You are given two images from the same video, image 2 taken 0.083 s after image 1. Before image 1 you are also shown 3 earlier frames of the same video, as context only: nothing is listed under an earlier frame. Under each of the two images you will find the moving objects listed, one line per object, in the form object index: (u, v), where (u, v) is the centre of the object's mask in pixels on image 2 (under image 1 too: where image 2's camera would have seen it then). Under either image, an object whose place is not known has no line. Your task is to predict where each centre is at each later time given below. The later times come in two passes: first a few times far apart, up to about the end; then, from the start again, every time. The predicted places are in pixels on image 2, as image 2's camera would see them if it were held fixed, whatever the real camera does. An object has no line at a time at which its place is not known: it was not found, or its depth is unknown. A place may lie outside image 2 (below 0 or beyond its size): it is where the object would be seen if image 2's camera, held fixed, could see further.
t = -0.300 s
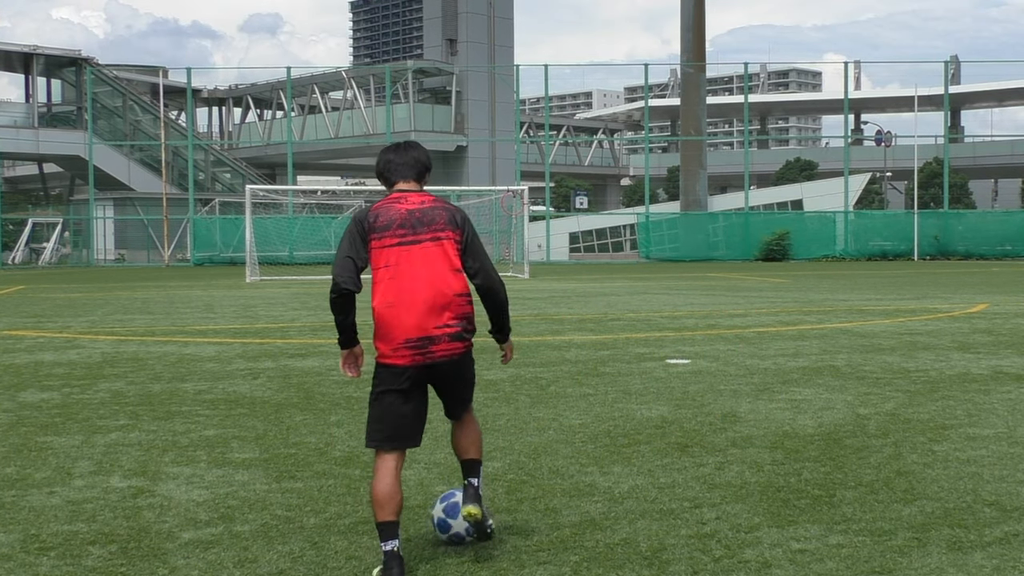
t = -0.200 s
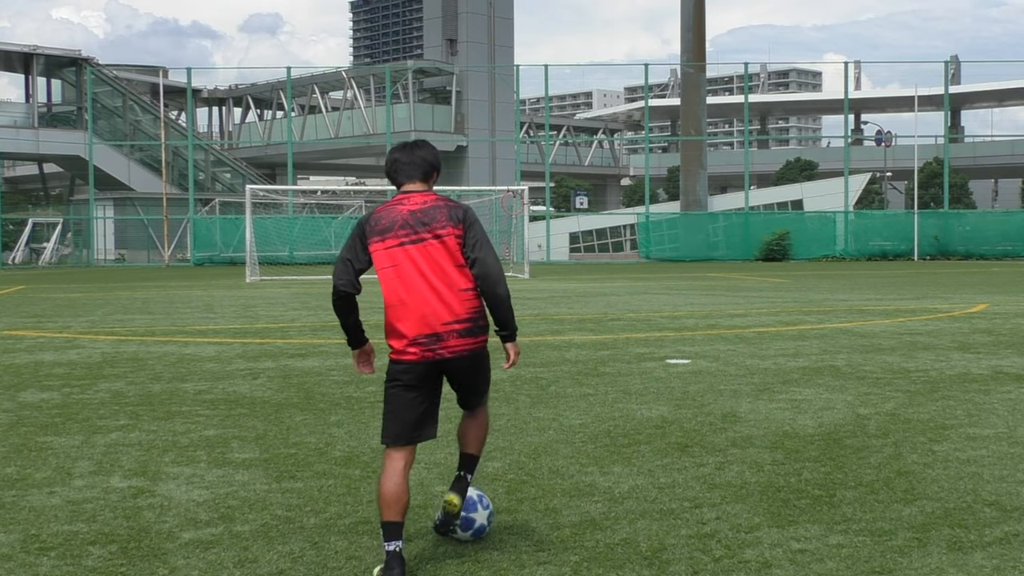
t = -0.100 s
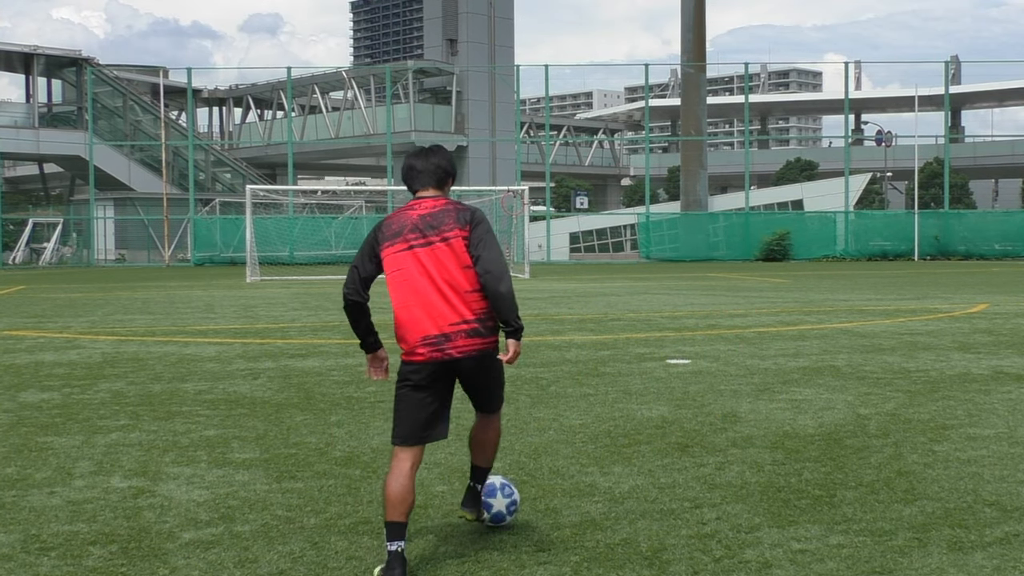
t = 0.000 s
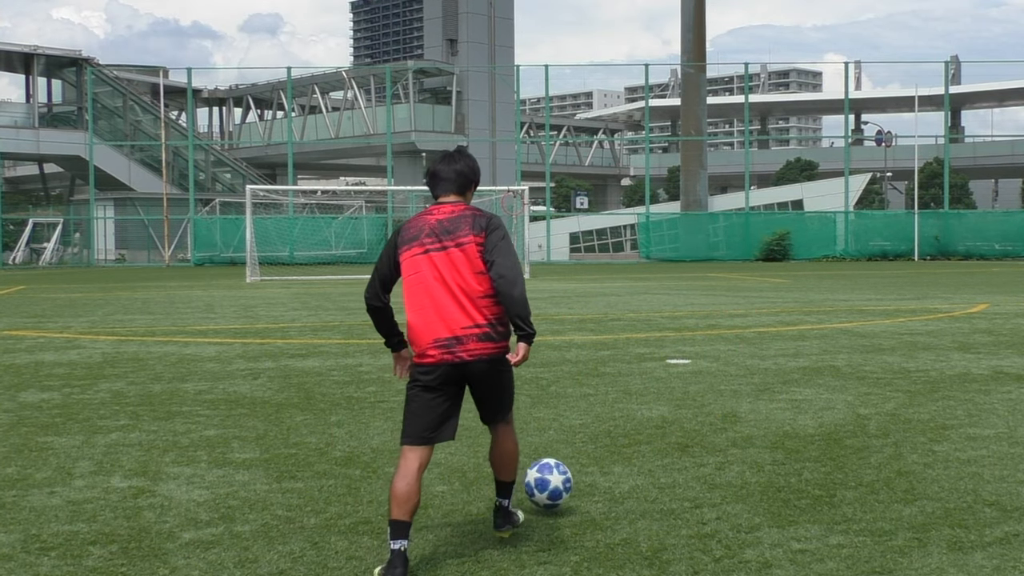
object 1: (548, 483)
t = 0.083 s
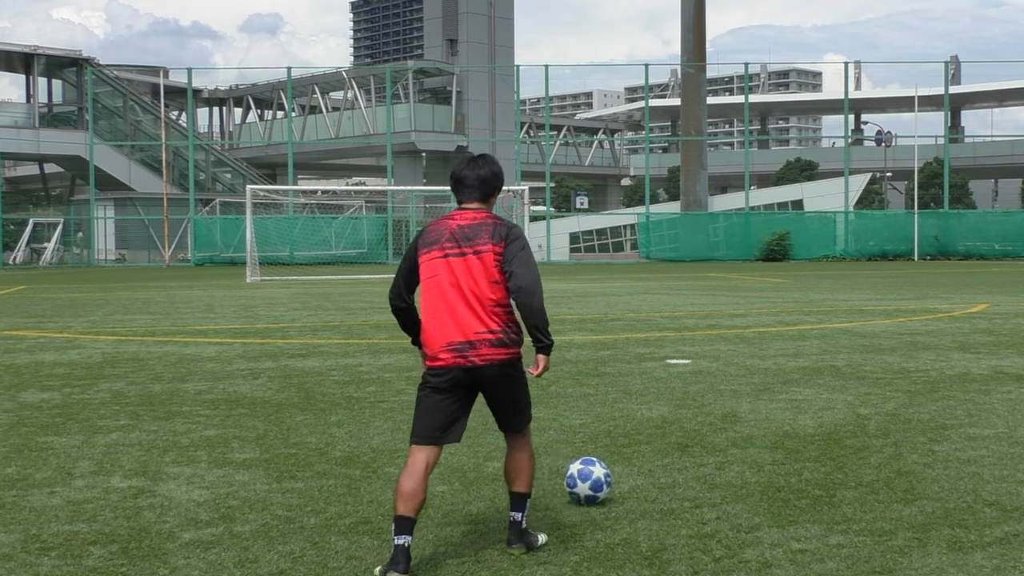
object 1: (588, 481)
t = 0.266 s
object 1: (645, 465)
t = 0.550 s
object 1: (707, 450)
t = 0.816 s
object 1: (755, 437)
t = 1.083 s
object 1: (797, 428)
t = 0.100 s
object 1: (594, 477)
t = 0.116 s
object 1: (599, 474)
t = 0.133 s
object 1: (604, 472)
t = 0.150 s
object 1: (610, 470)
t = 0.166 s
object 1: (615, 469)
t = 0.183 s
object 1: (621, 469)
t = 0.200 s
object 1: (626, 469)
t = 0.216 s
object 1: (631, 469)
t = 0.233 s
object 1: (637, 470)
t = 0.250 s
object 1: (641, 467)
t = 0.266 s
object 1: (645, 465)
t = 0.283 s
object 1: (648, 462)
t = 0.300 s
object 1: (652, 460)
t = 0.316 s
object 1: (656, 459)
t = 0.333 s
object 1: (660, 458)
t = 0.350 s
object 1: (664, 457)
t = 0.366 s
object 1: (668, 458)
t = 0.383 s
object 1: (671, 459)
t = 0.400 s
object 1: (674, 459)
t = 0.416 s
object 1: (679, 457)
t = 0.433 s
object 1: (682, 455)
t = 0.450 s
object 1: (686, 454)
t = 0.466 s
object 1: (689, 452)
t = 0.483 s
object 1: (693, 452)
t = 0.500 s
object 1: (696, 451)
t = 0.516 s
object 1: (699, 452)
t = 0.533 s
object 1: (703, 451)
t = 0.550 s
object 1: (707, 450)
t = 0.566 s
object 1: (710, 448)
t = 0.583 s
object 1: (713, 447)
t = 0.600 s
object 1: (716, 446)
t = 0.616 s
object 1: (719, 446)
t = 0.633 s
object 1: (723, 445)
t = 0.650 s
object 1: (726, 445)
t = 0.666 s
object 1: (729, 444)
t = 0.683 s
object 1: (732, 443)
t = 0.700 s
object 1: (736, 443)
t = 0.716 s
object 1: (738, 442)
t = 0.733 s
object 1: (741, 441)
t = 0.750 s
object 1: (744, 440)
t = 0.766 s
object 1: (747, 439)
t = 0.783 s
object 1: (751, 438)
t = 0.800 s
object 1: (753, 438)
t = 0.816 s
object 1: (755, 437)
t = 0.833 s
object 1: (759, 436)
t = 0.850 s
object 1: (762, 435)
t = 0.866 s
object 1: (764, 435)
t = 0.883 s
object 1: (767, 435)
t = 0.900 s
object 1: (770, 434)
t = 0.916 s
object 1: (772, 433)
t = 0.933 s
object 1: (775, 432)
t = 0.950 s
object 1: (777, 431)
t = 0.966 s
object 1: (780, 431)
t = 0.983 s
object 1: (782, 431)
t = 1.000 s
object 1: (785, 430)
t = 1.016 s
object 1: (787, 429)
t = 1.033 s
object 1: (790, 429)
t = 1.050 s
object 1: (792, 428)
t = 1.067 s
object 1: (794, 428)
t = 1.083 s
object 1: (797, 428)
